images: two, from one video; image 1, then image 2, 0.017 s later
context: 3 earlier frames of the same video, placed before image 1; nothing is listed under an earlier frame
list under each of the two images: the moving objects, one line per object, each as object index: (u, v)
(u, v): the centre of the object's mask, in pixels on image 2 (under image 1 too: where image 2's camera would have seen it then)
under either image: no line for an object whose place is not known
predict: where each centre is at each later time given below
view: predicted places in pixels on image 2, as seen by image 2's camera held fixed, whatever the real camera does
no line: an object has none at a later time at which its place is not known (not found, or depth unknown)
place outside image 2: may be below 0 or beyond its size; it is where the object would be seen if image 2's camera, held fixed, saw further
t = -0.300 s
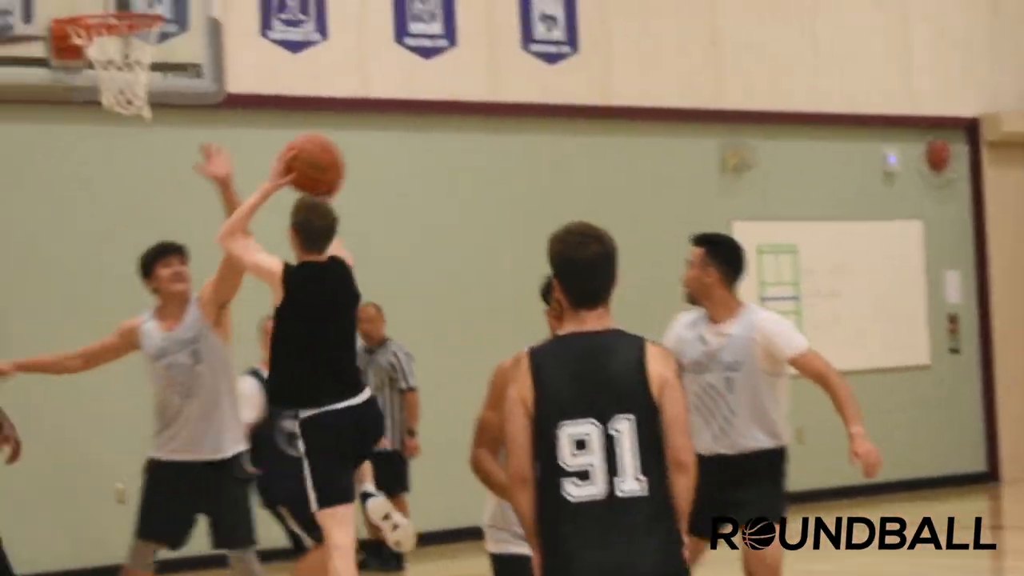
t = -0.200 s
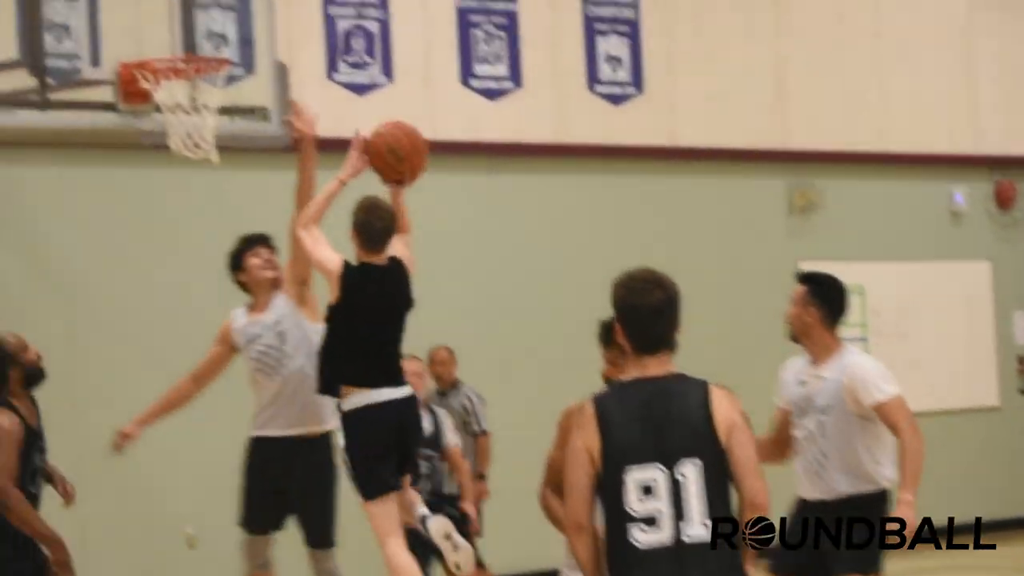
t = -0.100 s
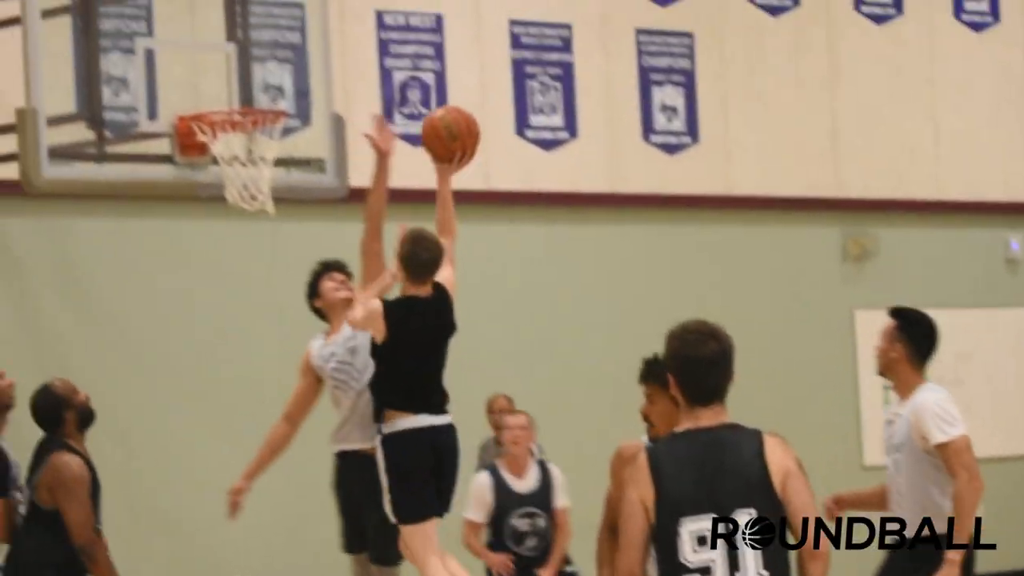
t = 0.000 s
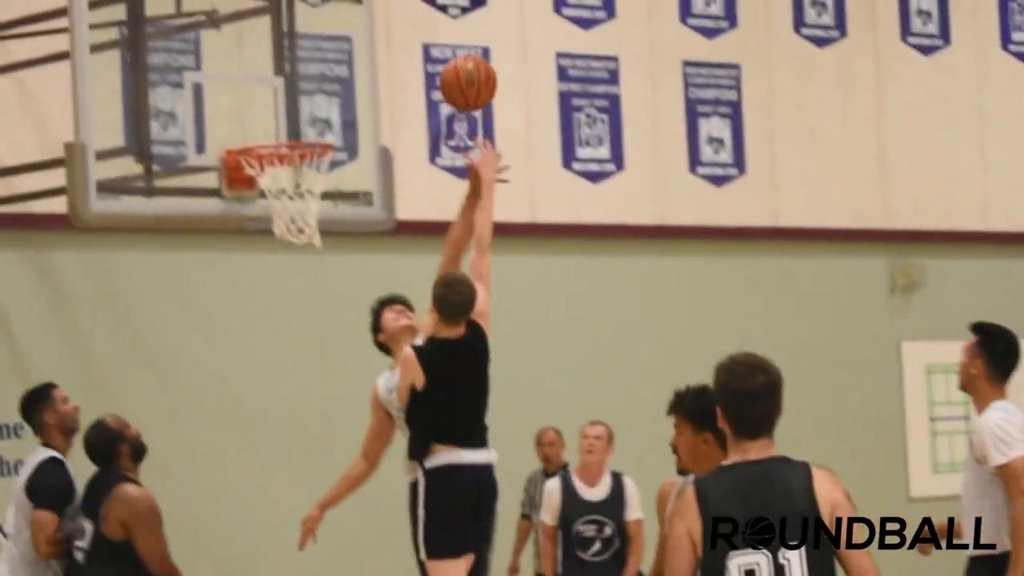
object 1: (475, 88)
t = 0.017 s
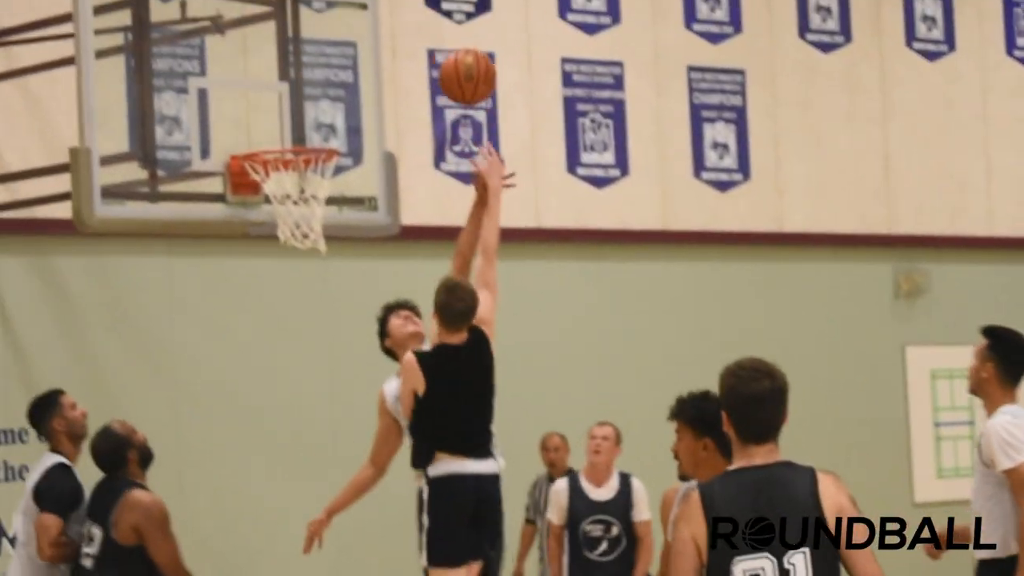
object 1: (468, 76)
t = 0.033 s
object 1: (460, 65)
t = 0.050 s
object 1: (454, 54)
